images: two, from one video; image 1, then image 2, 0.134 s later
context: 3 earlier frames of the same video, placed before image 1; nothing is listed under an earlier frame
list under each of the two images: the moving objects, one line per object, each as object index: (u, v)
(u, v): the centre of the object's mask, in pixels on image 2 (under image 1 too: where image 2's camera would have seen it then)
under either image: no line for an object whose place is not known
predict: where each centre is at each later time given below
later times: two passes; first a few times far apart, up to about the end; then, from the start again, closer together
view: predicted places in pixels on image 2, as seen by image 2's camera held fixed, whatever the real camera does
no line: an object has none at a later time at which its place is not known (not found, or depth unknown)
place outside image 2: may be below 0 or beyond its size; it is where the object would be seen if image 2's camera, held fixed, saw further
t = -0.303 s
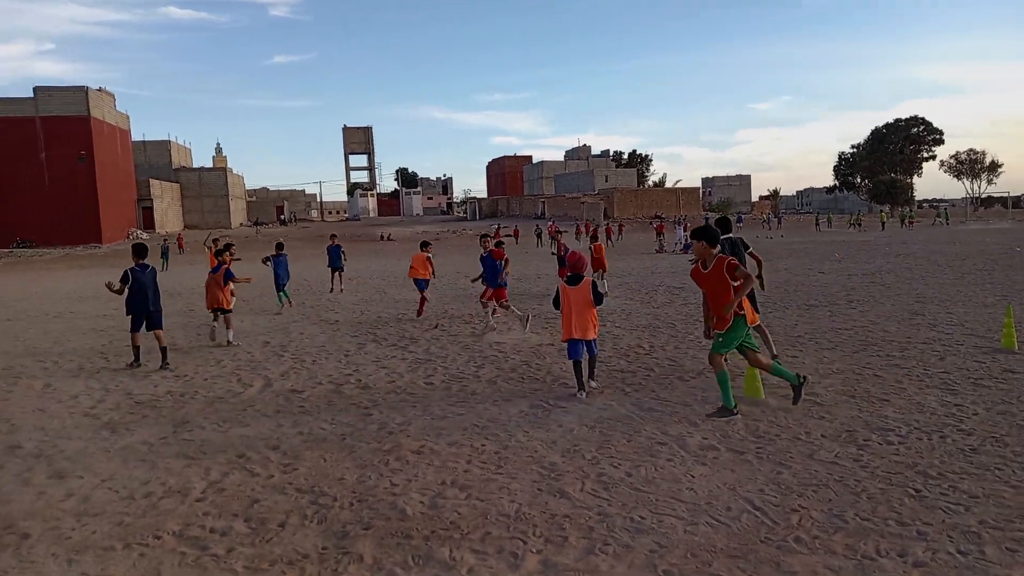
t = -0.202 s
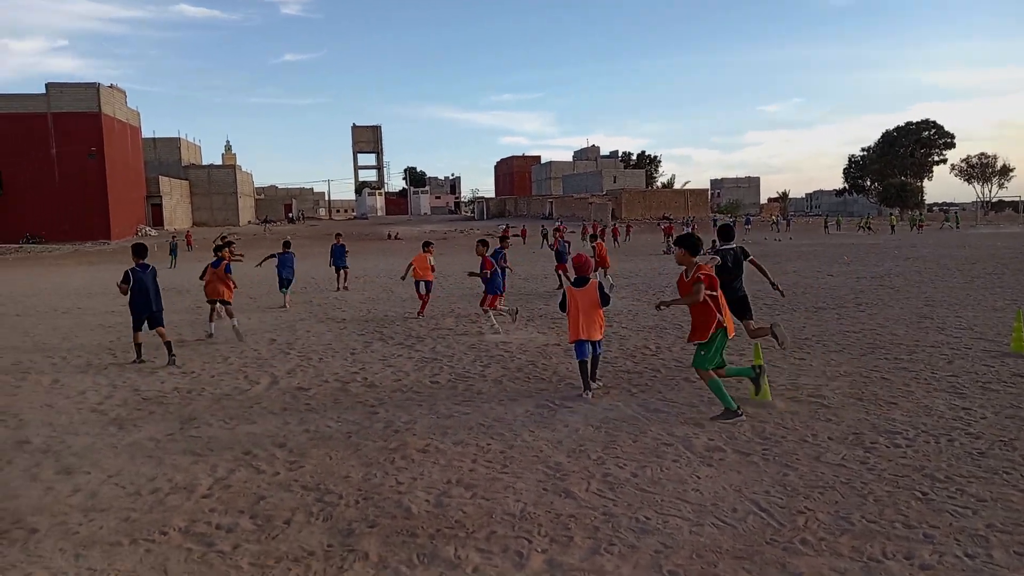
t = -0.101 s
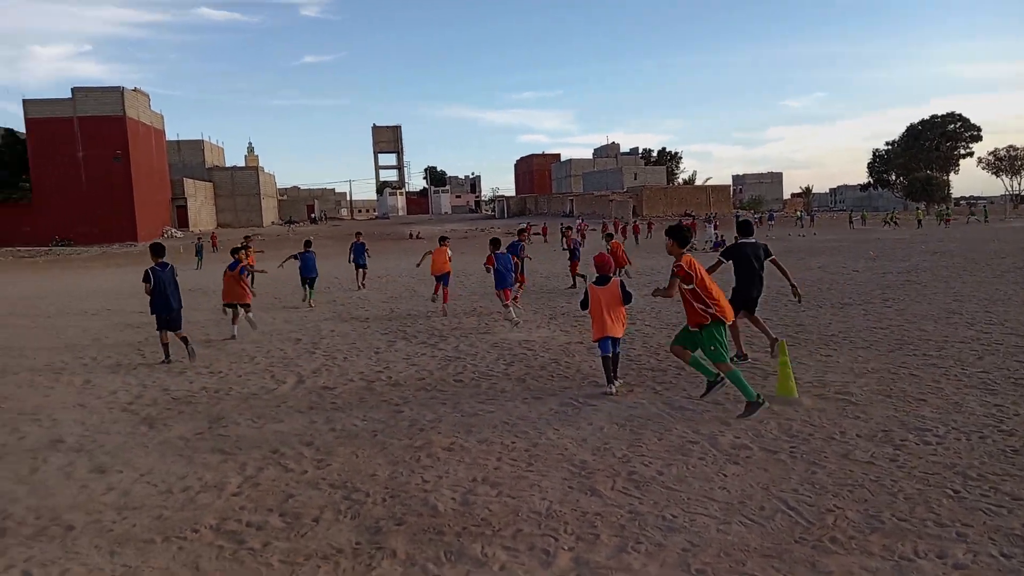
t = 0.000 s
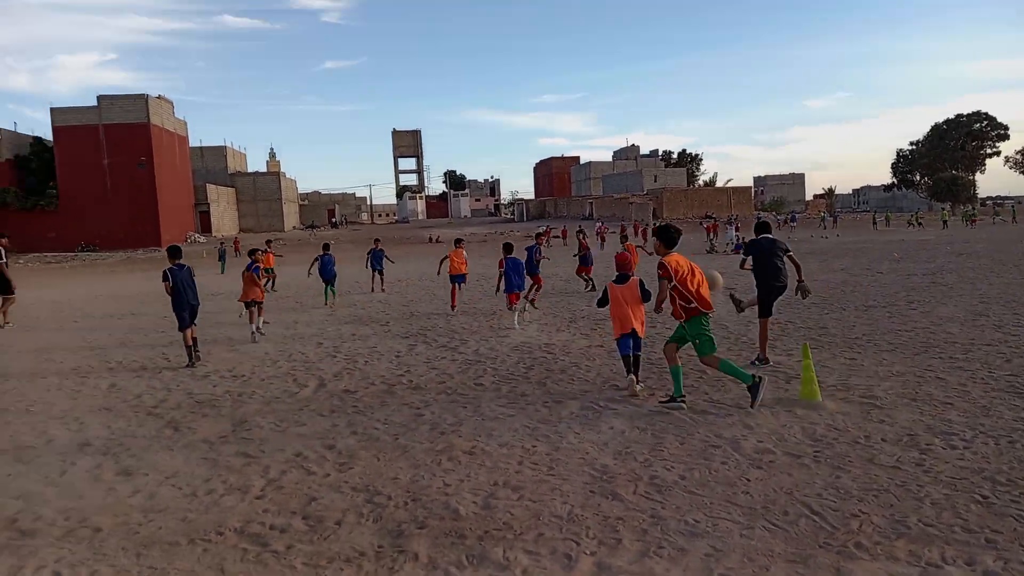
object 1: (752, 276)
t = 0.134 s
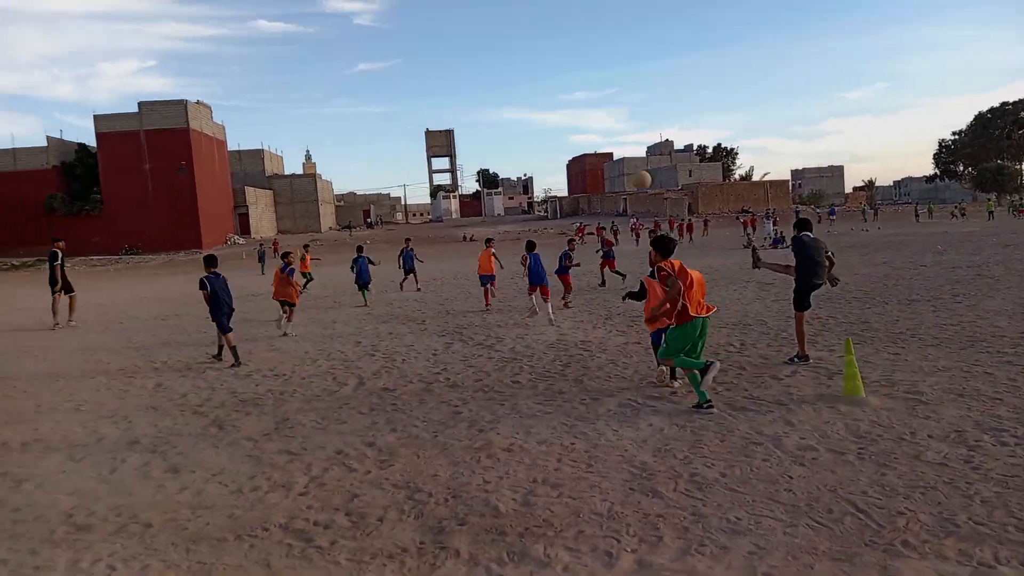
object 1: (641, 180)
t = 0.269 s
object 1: (556, 118)
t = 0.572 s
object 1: (416, 66)
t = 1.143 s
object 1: (244, 121)
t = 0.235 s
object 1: (575, 131)
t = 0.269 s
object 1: (556, 118)
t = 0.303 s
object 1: (538, 108)
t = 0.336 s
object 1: (519, 95)
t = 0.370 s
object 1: (501, 90)
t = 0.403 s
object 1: (486, 83)
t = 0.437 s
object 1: (470, 79)
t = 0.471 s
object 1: (454, 75)
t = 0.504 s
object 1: (441, 70)
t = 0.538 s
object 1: (428, 66)
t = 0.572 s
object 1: (416, 66)
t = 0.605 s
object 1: (403, 66)
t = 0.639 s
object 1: (391, 67)
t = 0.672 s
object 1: (381, 68)
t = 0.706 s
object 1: (371, 69)
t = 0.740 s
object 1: (360, 70)
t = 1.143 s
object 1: (244, 121)
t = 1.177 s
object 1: (247, 142)
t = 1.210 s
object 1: (249, 161)
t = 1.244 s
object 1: (245, 175)
